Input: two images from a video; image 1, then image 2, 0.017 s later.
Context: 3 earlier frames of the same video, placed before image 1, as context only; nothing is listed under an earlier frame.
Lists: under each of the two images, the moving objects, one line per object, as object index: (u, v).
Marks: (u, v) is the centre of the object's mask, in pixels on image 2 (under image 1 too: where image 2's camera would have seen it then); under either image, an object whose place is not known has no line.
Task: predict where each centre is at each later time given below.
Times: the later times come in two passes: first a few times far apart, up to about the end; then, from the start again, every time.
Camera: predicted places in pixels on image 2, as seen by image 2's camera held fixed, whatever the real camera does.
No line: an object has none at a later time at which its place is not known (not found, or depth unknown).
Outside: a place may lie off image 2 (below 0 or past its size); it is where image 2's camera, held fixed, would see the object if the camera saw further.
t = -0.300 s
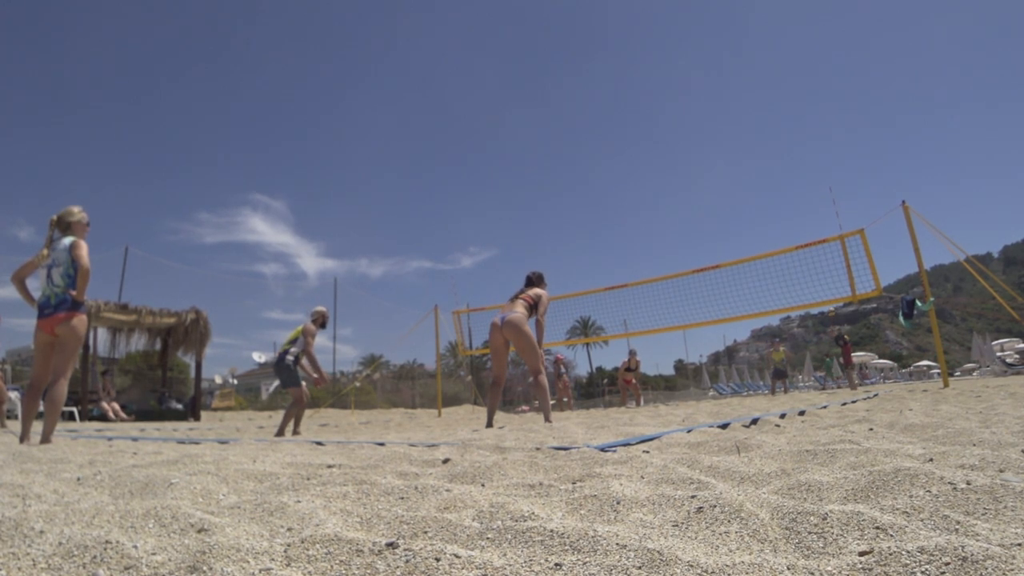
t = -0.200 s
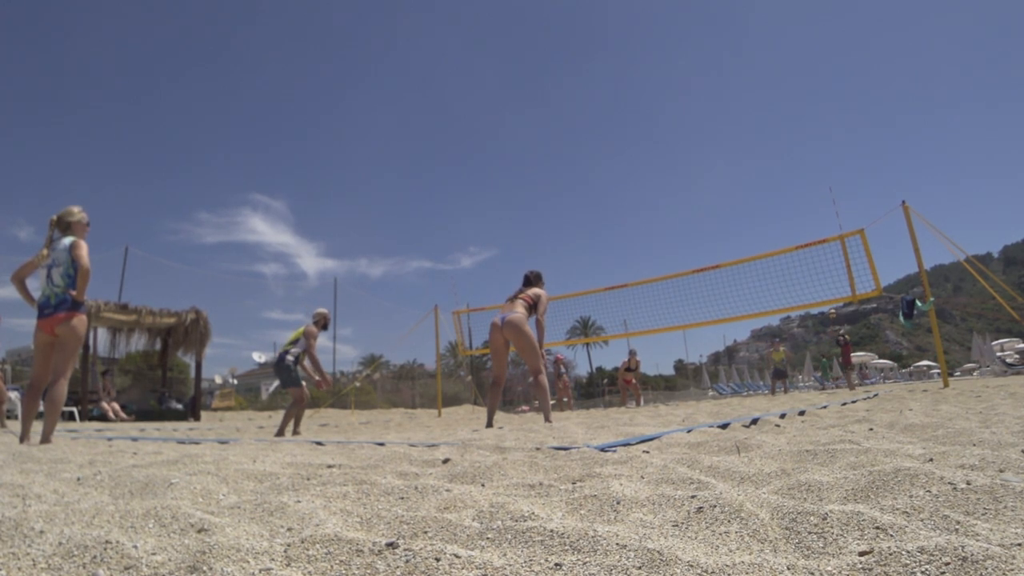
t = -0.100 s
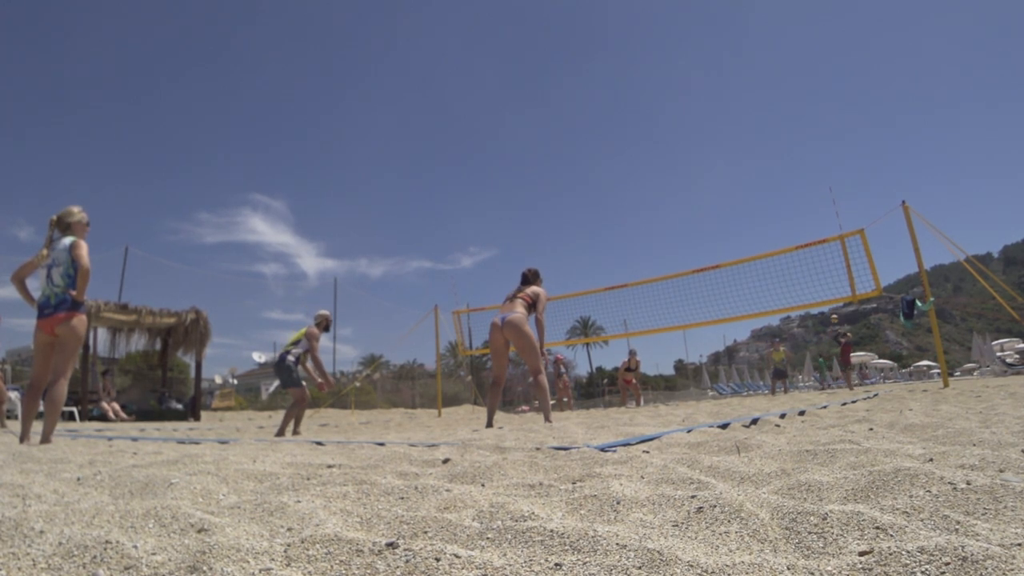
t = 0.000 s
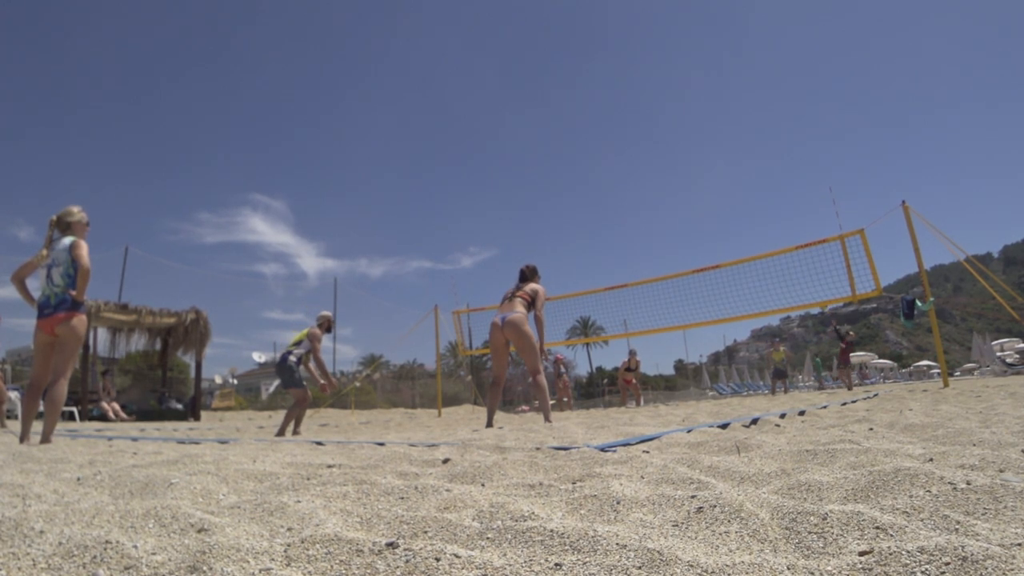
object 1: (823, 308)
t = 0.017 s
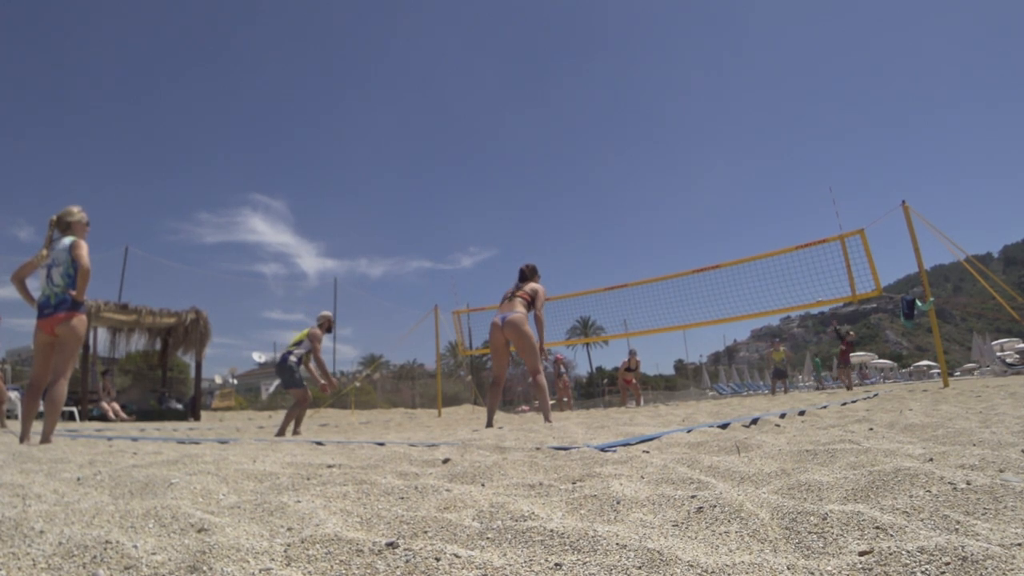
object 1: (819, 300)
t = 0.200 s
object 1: (782, 261)
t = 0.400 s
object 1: (736, 226)
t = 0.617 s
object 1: (680, 205)
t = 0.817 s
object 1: (620, 204)
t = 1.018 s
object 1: (551, 225)
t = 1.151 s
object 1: (498, 257)
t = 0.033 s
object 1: (816, 298)
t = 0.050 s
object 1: (813, 294)
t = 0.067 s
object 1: (810, 290)
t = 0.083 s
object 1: (807, 286)
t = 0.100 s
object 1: (803, 282)
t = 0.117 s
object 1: (800, 279)
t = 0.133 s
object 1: (796, 275)
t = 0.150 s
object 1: (793, 272)
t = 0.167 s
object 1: (789, 268)
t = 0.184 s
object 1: (785, 264)
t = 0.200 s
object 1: (782, 261)
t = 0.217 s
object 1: (779, 258)
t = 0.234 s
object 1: (776, 256)
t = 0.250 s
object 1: (770, 250)
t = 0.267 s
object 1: (767, 248)
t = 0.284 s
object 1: (763, 245)
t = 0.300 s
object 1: (760, 242)
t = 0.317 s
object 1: (756, 239)
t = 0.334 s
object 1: (751, 236)
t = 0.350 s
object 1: (748, 233)
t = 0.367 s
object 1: (744, 231)
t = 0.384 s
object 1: (740, 228)
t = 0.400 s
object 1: (736, 226)
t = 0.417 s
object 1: (731, 224)
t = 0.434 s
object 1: (727, 221)
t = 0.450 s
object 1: (723, 220)
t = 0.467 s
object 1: (719, 218)
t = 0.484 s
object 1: (715, 216)
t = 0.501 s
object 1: (711, 214)
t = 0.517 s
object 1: (707, 212)
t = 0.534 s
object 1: (702, 211)
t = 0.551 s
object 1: (698, 209)
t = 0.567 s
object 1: (693, 208)
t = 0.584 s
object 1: (689, 207)
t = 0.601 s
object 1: (684, 206)
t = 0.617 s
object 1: (680, 205)
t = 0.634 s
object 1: (675, 204)
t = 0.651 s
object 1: (670, 204)
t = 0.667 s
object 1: (665, 203)
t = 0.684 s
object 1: (660, 203)
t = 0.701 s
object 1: (656, 202)
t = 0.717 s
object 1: (650, 202)
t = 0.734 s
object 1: (645, 202)
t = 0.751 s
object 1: (640, 202)
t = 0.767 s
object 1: (635, 202)
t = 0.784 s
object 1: (630, 203)
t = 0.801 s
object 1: (625, 203)
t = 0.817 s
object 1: (620, 204)
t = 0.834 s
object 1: (614, 204)
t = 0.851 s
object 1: (609, 205)
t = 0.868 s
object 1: (603, 206)
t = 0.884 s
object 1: (598, 207)
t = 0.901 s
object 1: (593, 209)
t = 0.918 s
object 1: (587, 211)
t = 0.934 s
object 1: (581, 212)
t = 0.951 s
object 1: (575, 215)
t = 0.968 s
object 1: (569, 217)
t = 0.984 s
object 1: (564, 219)
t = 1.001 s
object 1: (557, 222)
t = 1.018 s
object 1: (551, 225)
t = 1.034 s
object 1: (544, 228)
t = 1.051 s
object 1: (538, 231)
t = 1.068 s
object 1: (531, 235)
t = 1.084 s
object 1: (525, 239)
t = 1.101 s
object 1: (518, 243)
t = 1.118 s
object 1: (512, 247)
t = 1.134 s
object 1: (505, 252)
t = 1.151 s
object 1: (498, 257)
